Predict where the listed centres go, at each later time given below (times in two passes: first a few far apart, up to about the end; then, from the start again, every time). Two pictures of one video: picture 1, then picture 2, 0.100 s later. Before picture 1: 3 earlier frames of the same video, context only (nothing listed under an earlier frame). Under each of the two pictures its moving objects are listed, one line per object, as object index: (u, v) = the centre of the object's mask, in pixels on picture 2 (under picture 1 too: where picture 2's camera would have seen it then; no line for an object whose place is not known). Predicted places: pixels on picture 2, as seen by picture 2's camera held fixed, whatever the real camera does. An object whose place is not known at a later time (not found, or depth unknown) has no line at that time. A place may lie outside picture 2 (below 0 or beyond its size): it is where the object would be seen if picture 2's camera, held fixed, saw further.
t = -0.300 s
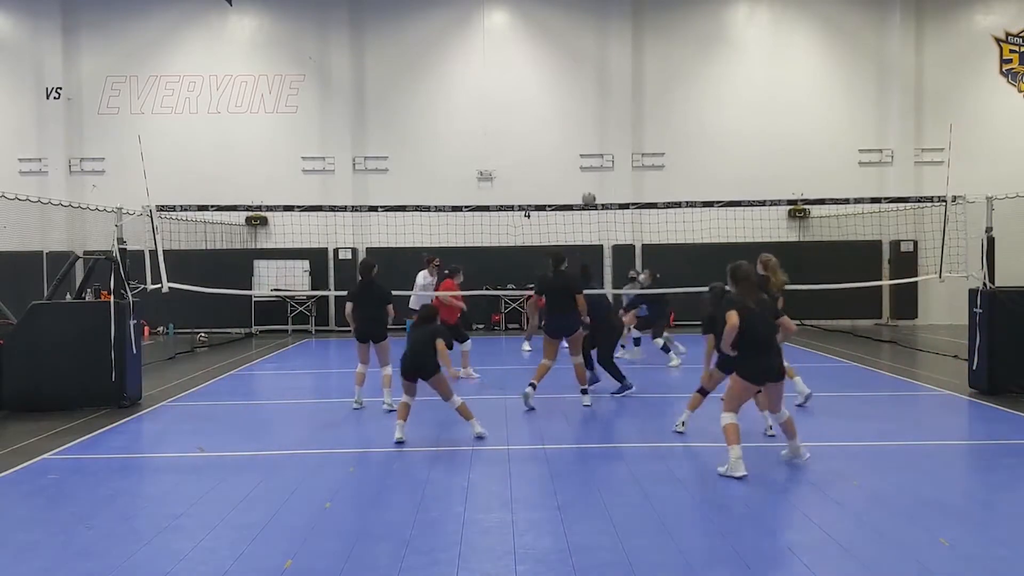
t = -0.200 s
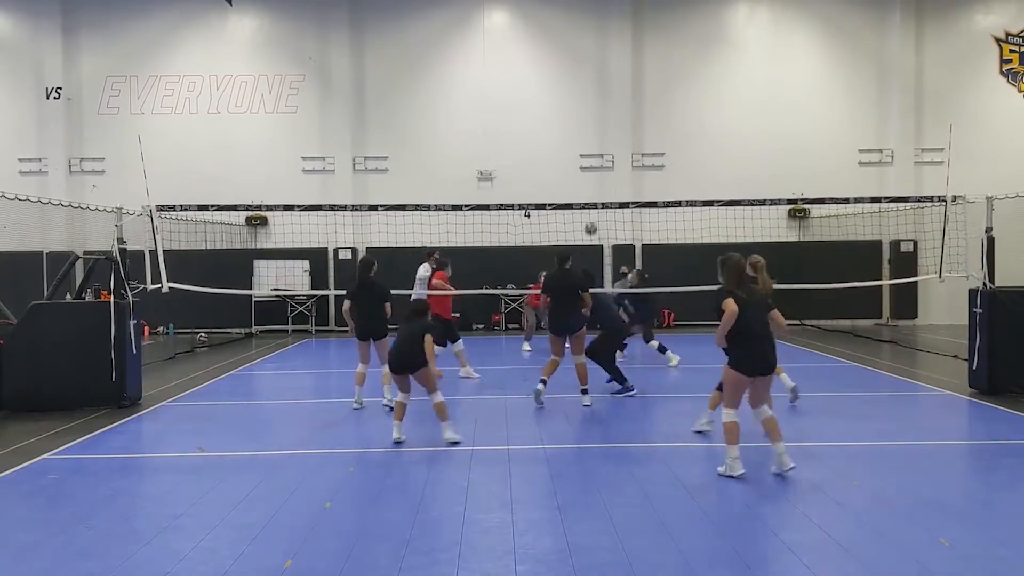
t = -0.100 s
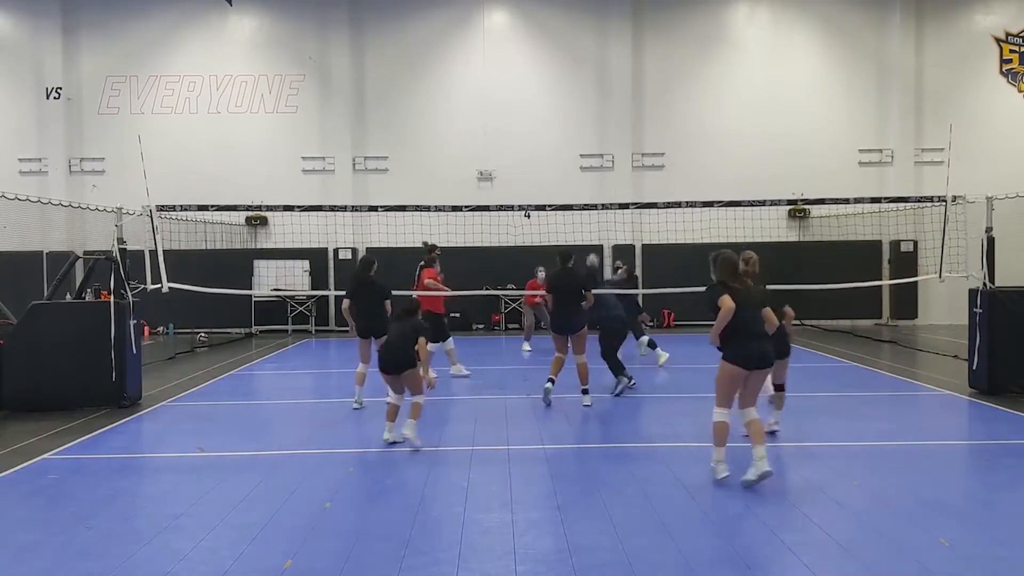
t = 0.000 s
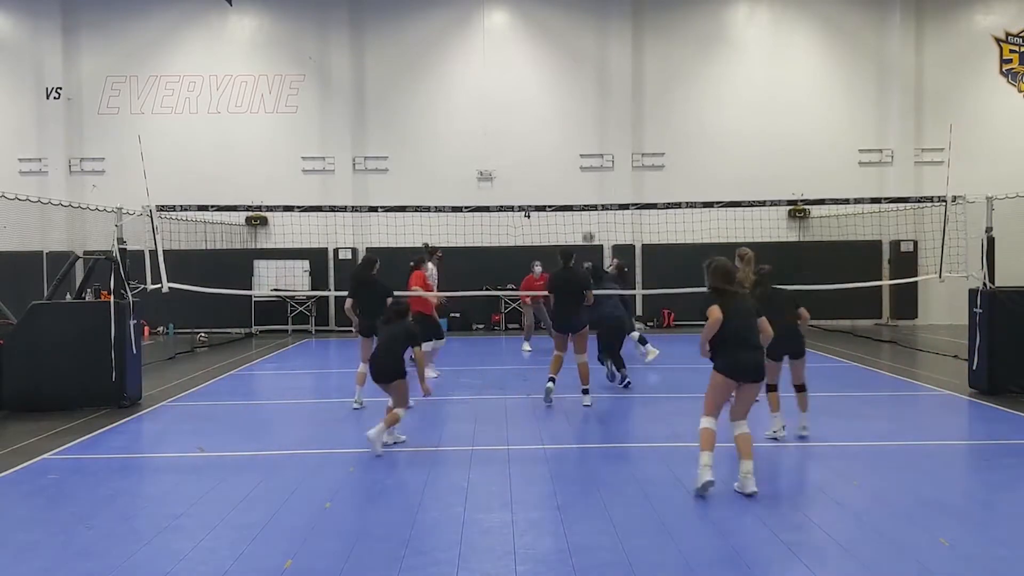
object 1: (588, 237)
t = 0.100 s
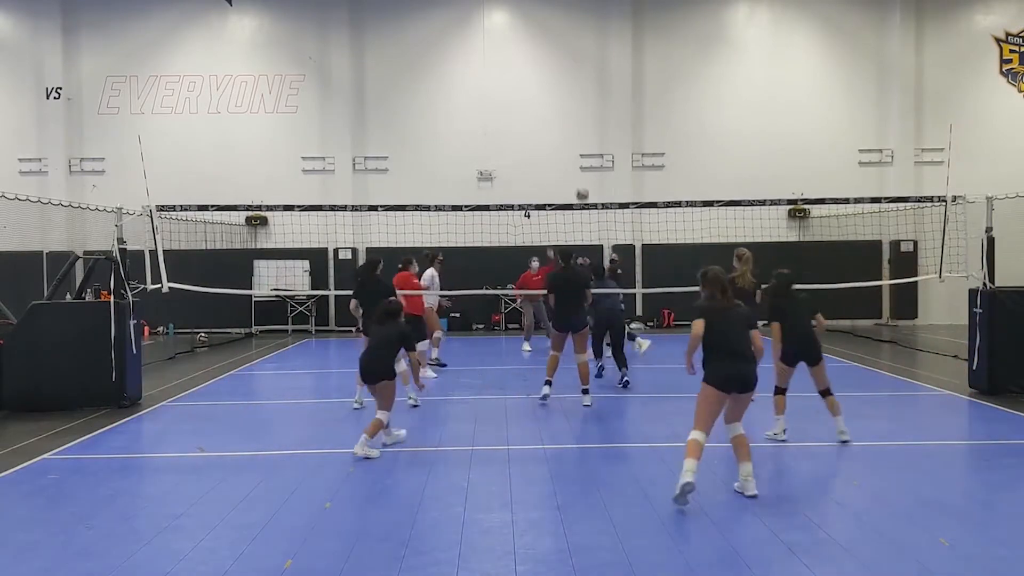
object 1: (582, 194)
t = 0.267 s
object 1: (572, 139)
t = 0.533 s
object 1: (556, 85)
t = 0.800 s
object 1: (543, 78)
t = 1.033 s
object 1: (530, 111)
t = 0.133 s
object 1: (580, 182)
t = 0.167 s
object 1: (578, 171)
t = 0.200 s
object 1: (576, 160)
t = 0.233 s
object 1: (574, 149)
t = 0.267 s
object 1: (572, 139)
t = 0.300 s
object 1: (570, 130)
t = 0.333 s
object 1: (568, 122)
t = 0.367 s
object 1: (566, 114)
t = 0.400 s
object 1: (564, 107)
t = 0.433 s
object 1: (563, 100)
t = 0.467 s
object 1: (562, 94)
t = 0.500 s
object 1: (559, 89)
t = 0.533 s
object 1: (556, 85)
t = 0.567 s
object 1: (555, 82)
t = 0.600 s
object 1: (553, 79)
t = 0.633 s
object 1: (551, 77)
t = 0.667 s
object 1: (549, 75)
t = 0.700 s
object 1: (547, 75)
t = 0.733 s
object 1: (545, 75)
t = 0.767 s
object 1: (544, 76)
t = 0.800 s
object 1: (543, 78)
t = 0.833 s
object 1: (541, 80)
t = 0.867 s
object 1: (539, 83)
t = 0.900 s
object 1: (536, 87)
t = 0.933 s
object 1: (534, 92)
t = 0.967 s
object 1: (533, 97)
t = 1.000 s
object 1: (531, 103)
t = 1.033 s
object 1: (530, 111)
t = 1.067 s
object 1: (528, 118)
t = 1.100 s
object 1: (525, 126)
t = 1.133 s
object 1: (523, 135)
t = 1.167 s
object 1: (521, 145)
